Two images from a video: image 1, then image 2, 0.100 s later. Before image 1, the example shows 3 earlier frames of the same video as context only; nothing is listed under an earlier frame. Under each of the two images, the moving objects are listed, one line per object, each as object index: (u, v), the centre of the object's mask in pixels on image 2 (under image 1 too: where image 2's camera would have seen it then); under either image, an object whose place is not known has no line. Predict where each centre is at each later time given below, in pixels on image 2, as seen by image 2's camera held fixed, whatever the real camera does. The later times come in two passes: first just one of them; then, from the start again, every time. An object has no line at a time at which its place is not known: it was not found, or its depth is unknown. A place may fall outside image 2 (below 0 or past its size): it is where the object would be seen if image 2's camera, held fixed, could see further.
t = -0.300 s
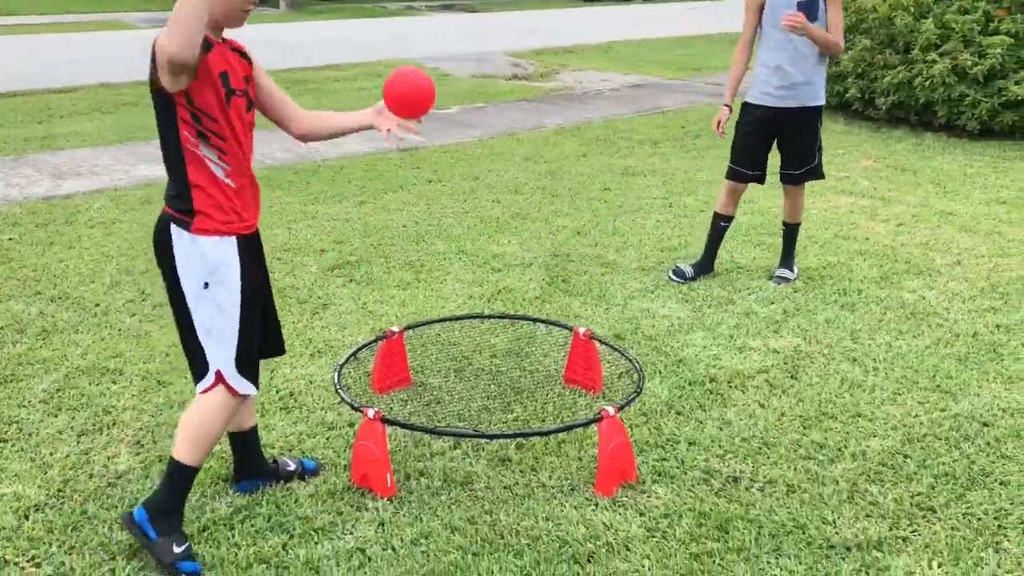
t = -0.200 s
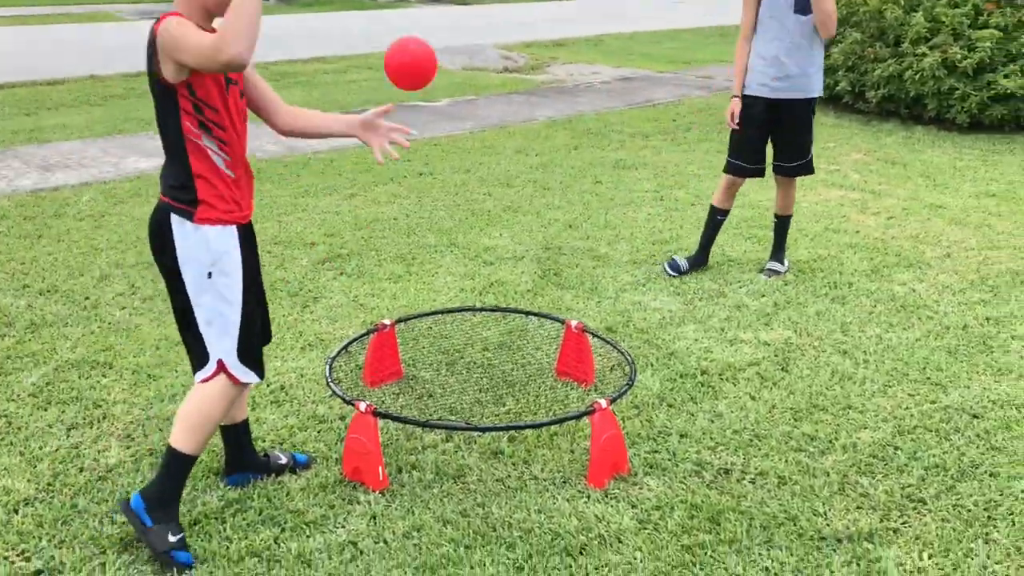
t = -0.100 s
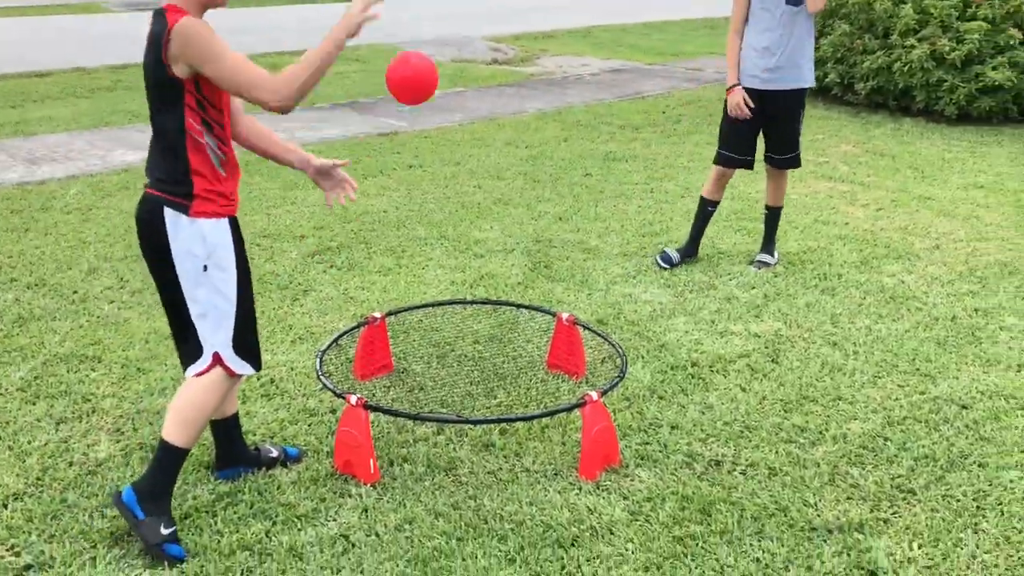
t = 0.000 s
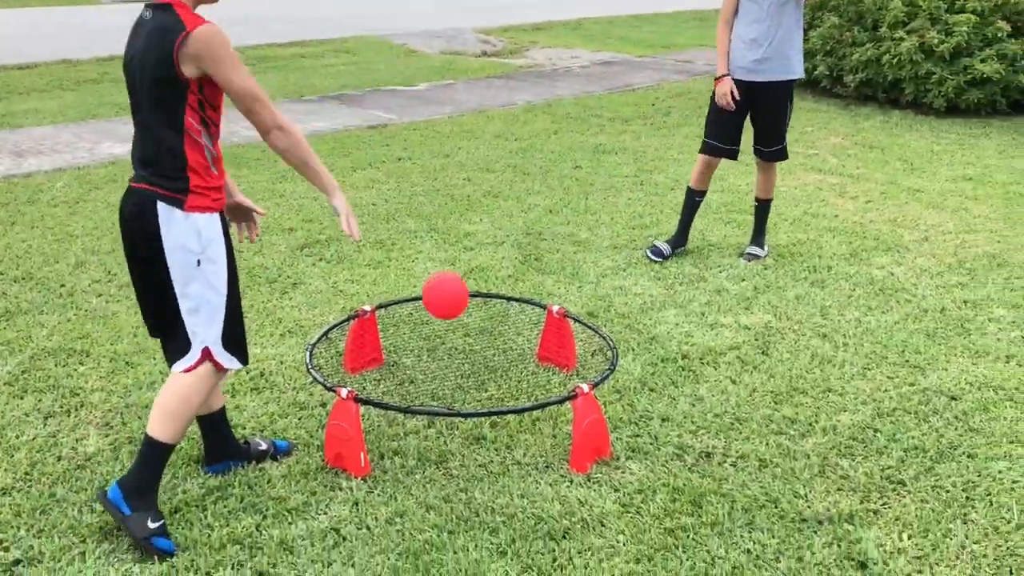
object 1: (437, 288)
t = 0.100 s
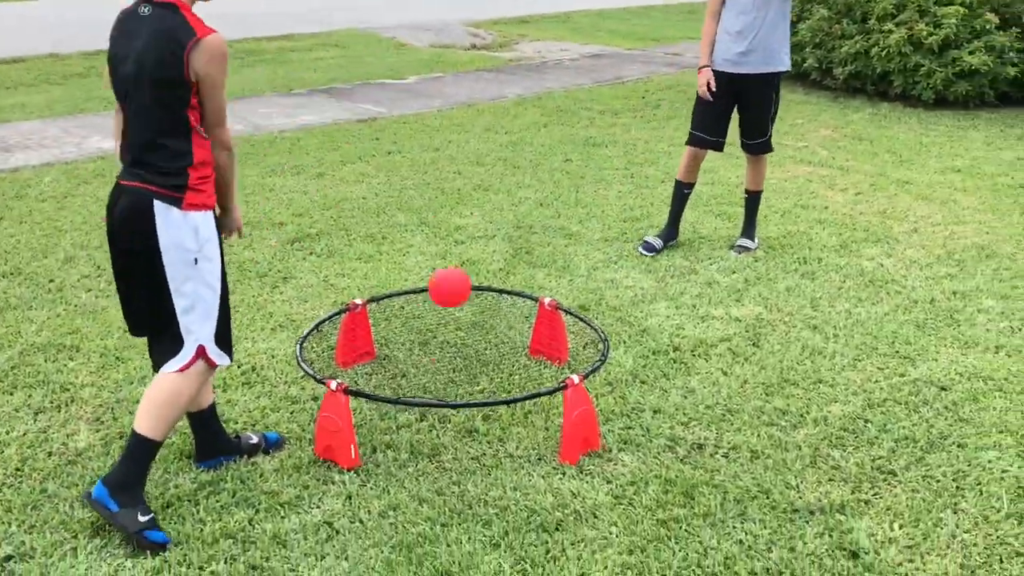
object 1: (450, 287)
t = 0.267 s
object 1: (454, 61)
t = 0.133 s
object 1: (450, 233)
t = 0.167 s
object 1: (451, 183)
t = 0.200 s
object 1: (452, 138)
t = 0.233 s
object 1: (453, 97)
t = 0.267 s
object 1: (454, 61)
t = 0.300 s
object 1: (455, 29)
